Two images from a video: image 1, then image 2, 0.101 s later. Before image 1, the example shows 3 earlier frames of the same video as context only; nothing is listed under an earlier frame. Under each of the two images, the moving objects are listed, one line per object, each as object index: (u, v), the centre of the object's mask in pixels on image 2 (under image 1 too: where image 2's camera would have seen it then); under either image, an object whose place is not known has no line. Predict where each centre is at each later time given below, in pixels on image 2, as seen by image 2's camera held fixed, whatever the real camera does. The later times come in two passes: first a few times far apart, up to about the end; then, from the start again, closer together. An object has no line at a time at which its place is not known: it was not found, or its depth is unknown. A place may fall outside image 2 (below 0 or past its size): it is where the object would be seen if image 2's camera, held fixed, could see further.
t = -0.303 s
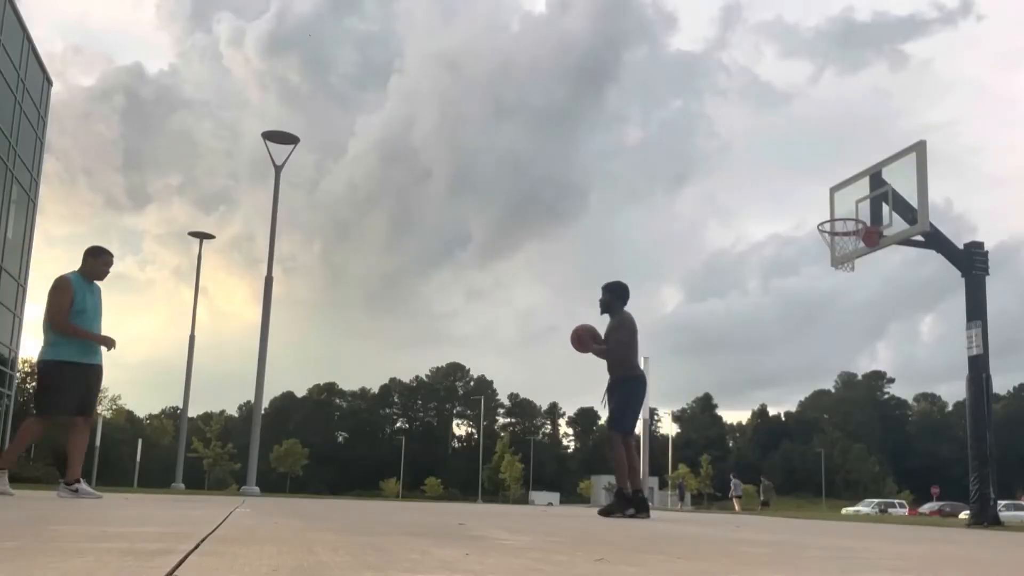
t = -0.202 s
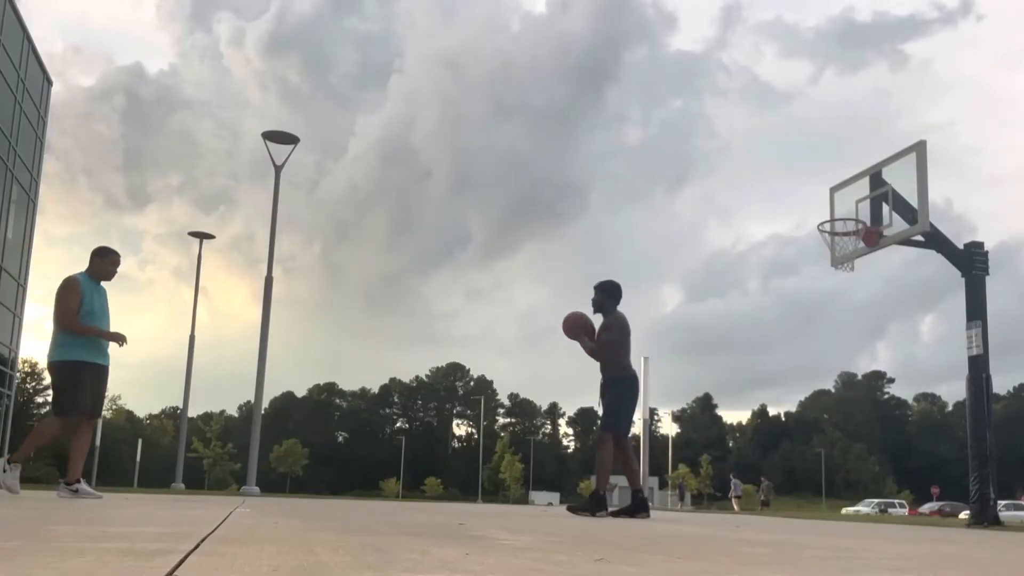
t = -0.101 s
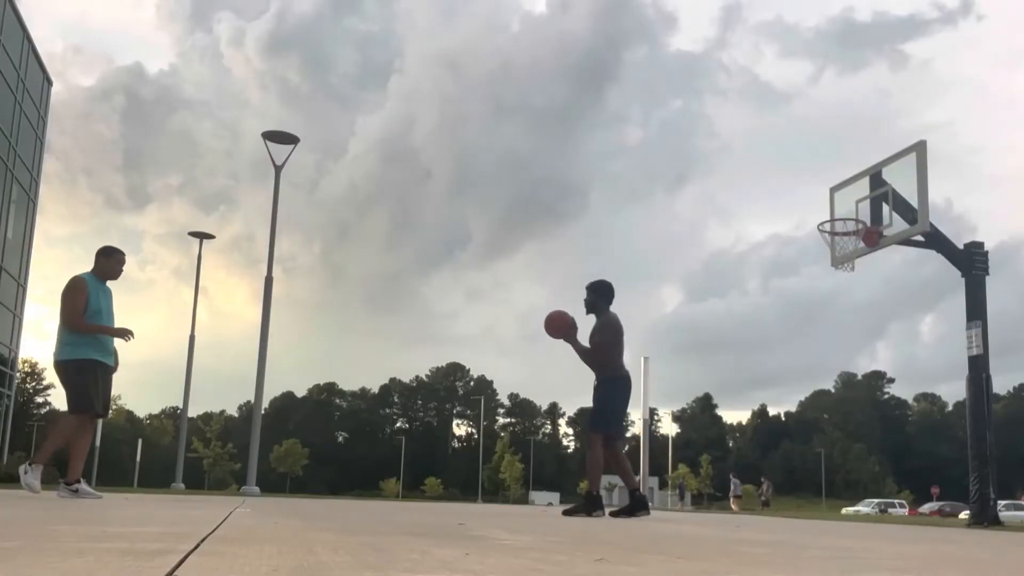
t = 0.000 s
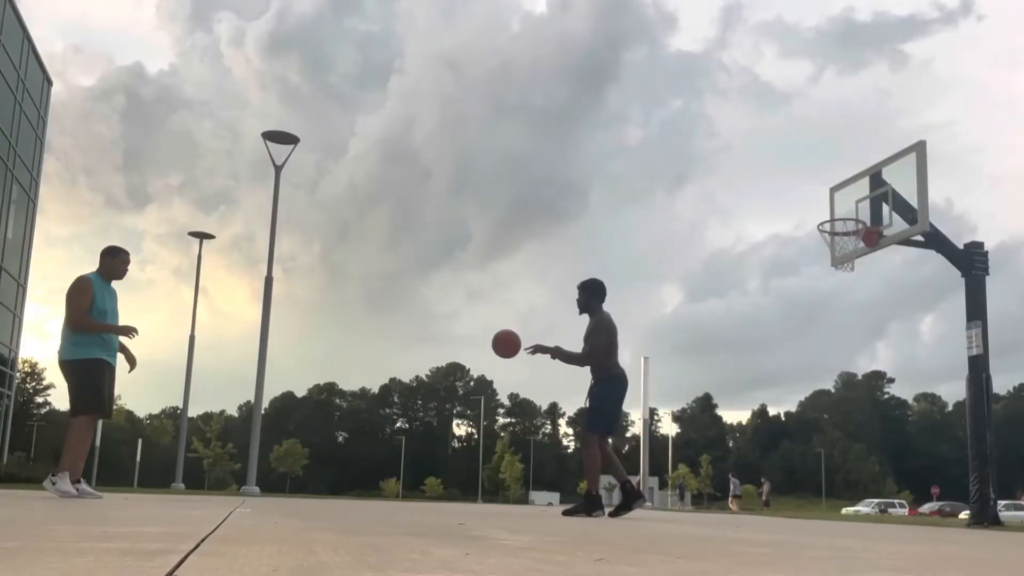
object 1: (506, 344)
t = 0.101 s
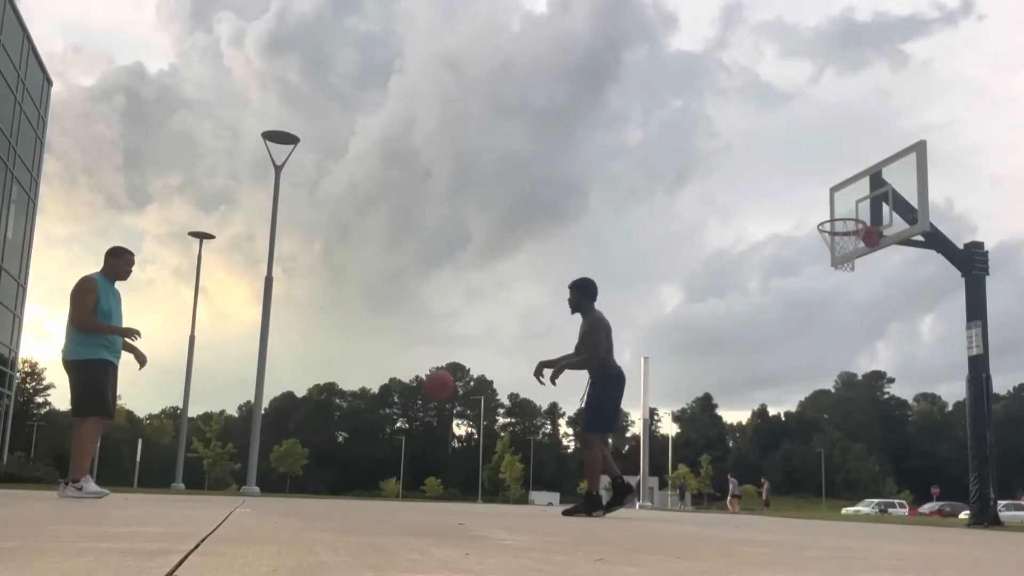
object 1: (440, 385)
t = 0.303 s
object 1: (308, 488)
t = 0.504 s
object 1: (250, 399)
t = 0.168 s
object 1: (394, 419)
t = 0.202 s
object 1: (371, 438)
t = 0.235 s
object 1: (349, 459)
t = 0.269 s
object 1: (325, 480)
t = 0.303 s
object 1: (308, 488)
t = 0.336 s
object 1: (299, 470)
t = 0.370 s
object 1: (289, 455)
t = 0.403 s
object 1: (280, 437)
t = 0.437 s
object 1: (270, 424)
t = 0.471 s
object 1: (260, 411)
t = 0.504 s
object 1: (250, 399)
